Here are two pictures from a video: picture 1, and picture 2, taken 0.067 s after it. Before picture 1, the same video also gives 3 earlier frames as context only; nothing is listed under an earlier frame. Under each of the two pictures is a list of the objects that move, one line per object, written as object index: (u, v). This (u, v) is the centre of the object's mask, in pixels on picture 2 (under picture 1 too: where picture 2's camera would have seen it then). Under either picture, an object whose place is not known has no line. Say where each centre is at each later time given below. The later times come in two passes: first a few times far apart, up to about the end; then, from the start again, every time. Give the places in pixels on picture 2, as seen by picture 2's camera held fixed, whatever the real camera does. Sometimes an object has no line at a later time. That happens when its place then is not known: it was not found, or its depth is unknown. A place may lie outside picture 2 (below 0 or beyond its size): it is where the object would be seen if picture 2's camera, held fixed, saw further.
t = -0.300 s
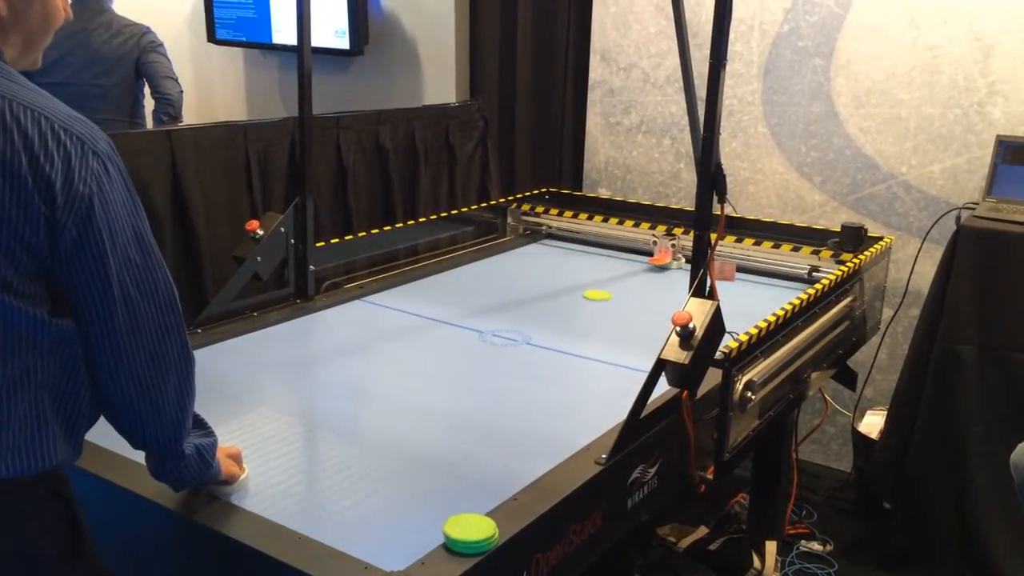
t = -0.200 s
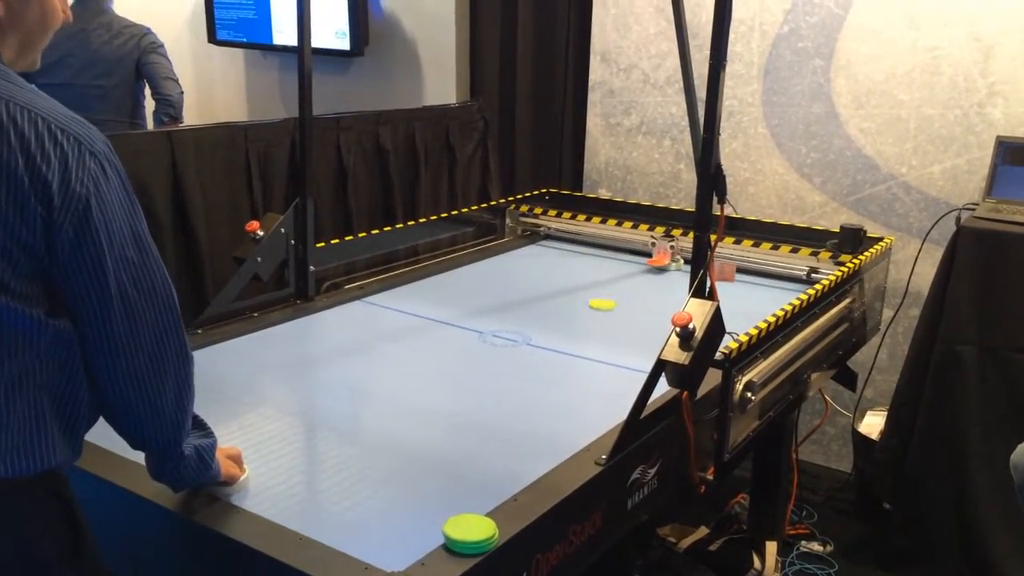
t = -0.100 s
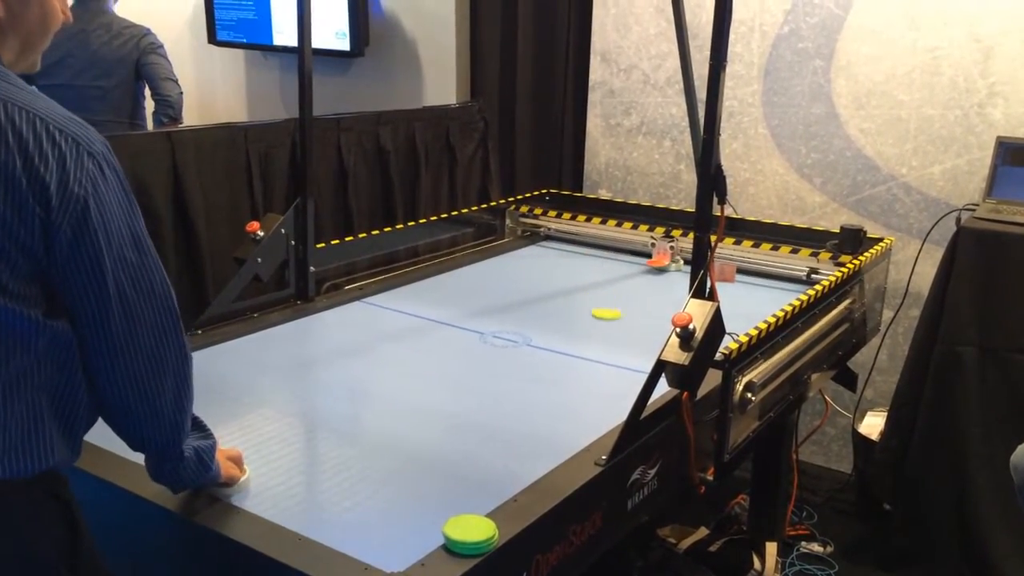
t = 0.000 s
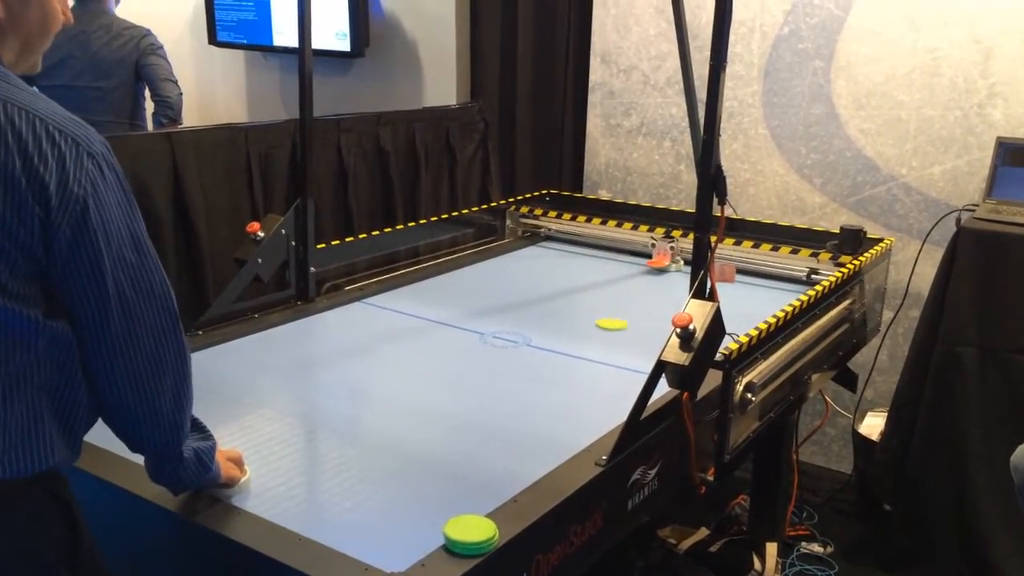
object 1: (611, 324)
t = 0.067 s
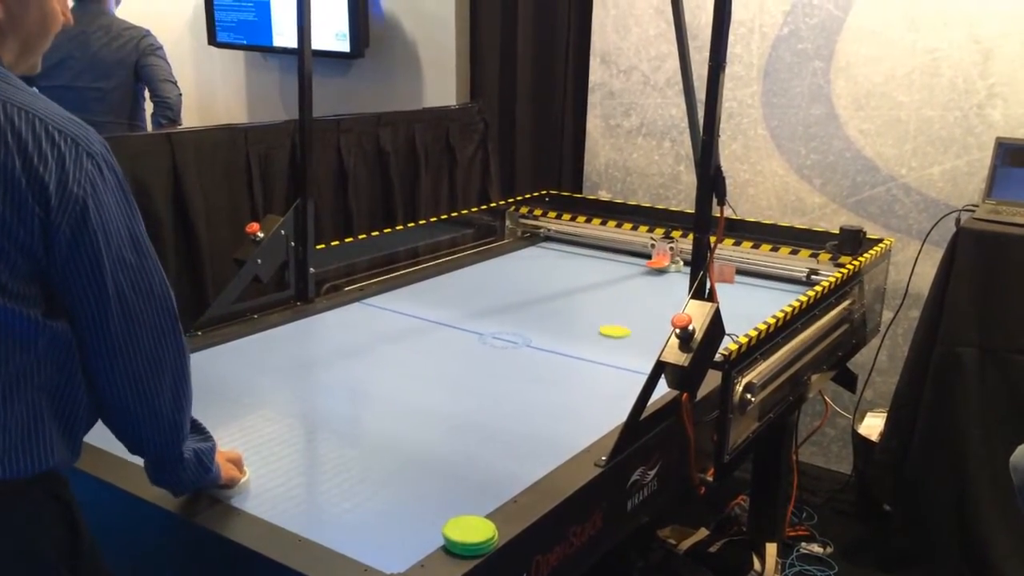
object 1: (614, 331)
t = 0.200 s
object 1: (620, 345)
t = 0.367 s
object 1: (625, 364)
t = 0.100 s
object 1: (616, 334)
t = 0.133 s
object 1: (617, 338)
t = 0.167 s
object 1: (619, 341)
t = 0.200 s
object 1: (620, 345)
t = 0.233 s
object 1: (621, 349)
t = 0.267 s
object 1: (622, 352)
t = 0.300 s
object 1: (624, 356)
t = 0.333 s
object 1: (624, 360)
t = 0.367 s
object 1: (625, 364)
